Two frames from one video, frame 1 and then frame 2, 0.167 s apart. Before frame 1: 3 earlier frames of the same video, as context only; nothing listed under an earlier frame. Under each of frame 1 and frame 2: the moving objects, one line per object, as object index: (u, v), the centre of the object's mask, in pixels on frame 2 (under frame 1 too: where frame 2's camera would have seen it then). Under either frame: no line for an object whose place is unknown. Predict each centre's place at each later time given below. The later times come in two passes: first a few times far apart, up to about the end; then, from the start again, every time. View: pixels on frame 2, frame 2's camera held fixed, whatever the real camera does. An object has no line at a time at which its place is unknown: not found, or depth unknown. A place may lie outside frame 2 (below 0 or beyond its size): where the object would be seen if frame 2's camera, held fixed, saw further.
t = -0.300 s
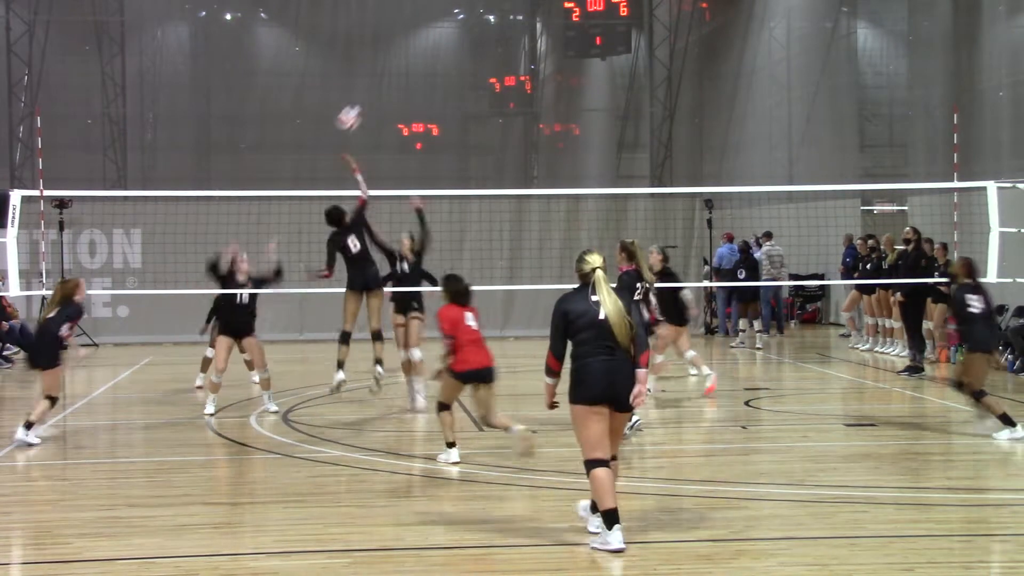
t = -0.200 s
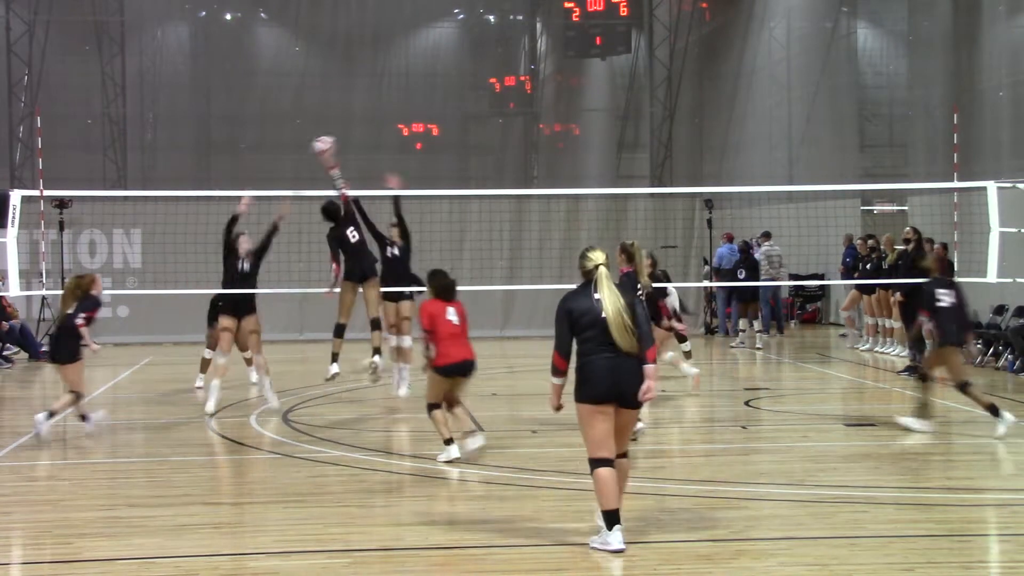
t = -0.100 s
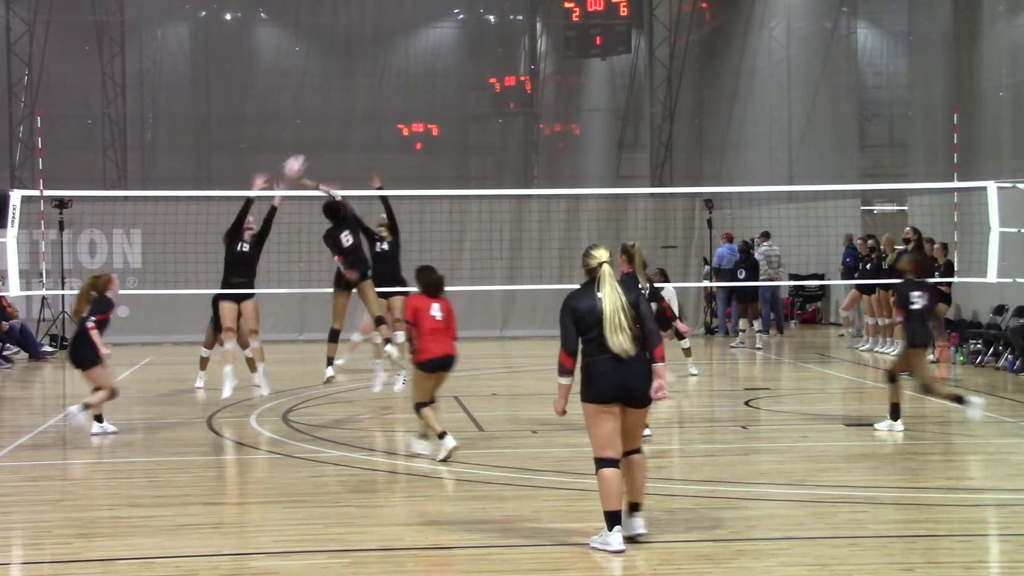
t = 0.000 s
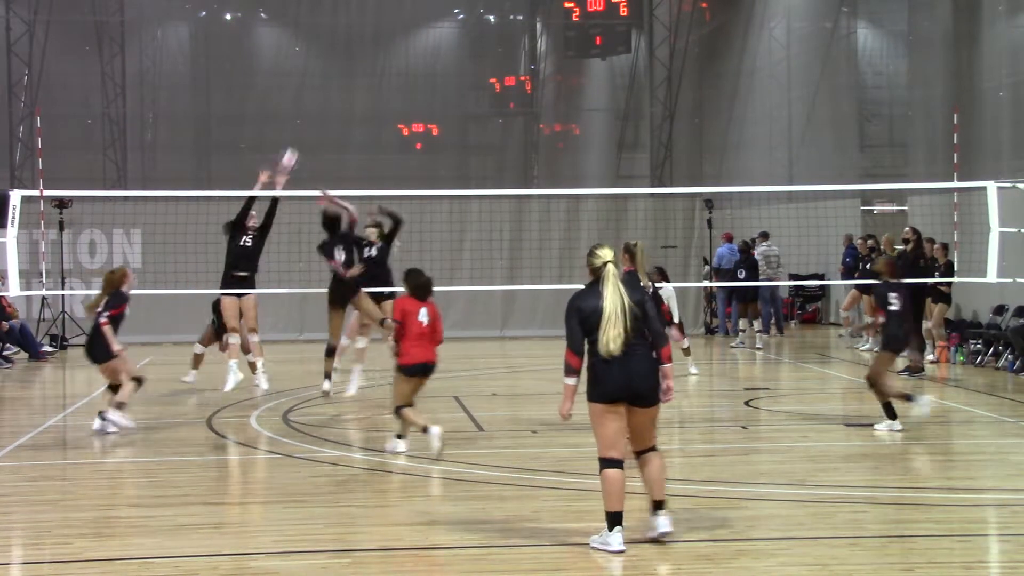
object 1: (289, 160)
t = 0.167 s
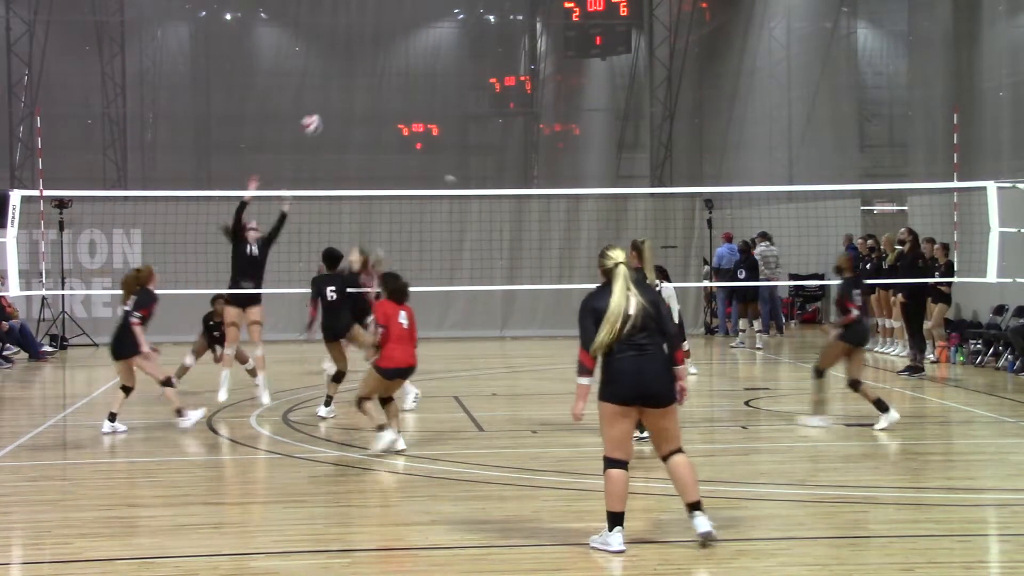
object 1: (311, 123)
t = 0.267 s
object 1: (325, 116)
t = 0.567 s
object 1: (368, 146)
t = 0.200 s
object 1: (315, 119)
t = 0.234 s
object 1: (320, 117)
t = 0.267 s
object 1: (325, 116)
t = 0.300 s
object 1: (329, 115)
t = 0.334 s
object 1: (333, 115)
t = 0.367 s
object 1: (339, 116)
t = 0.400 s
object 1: (344, 118)
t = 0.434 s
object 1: (350, 122)
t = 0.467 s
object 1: (354, 126)
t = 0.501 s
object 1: (360, 131)
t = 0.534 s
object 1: (363, 137)
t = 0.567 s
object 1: (368, 146)
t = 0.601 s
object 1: (373, 155)
